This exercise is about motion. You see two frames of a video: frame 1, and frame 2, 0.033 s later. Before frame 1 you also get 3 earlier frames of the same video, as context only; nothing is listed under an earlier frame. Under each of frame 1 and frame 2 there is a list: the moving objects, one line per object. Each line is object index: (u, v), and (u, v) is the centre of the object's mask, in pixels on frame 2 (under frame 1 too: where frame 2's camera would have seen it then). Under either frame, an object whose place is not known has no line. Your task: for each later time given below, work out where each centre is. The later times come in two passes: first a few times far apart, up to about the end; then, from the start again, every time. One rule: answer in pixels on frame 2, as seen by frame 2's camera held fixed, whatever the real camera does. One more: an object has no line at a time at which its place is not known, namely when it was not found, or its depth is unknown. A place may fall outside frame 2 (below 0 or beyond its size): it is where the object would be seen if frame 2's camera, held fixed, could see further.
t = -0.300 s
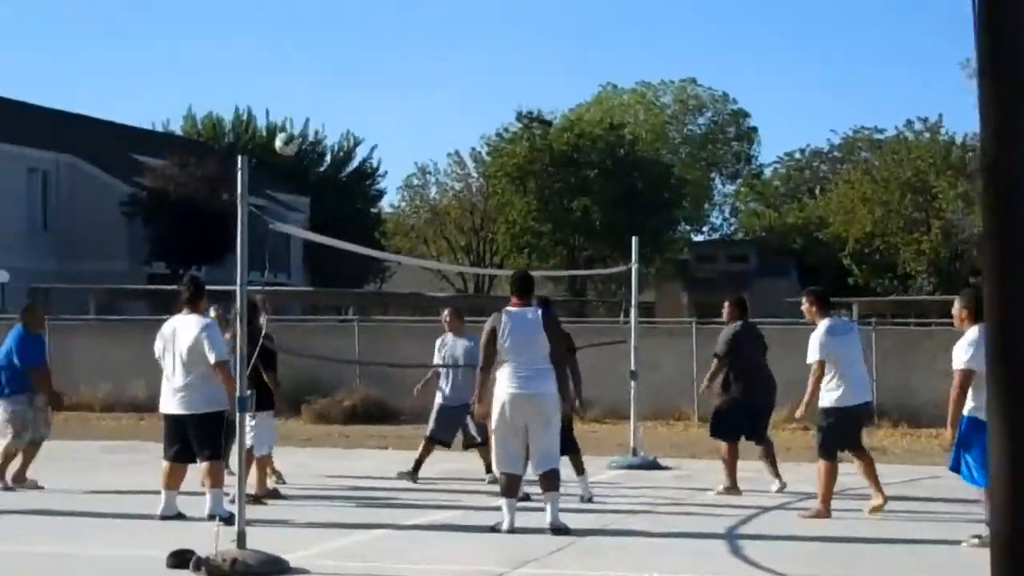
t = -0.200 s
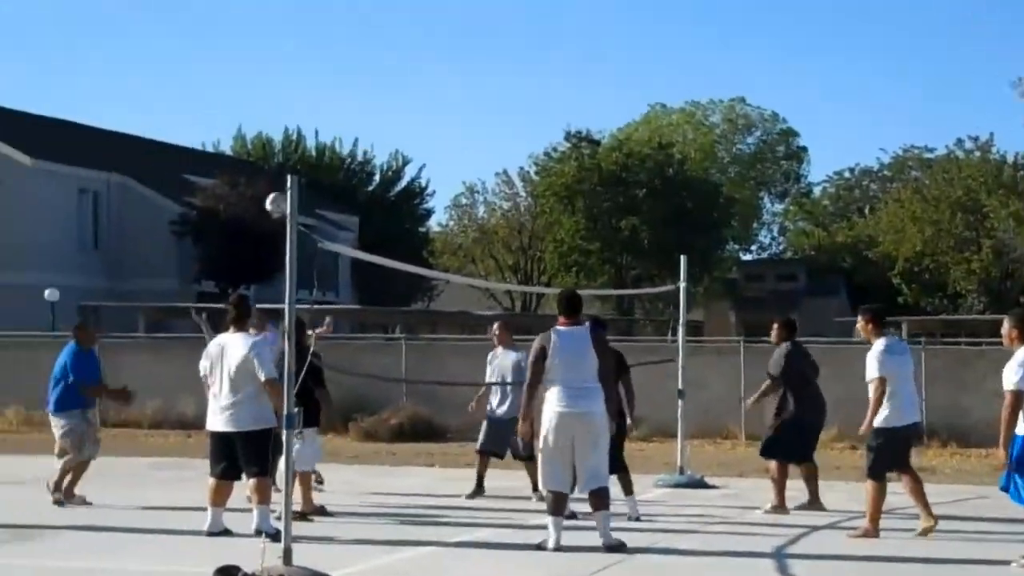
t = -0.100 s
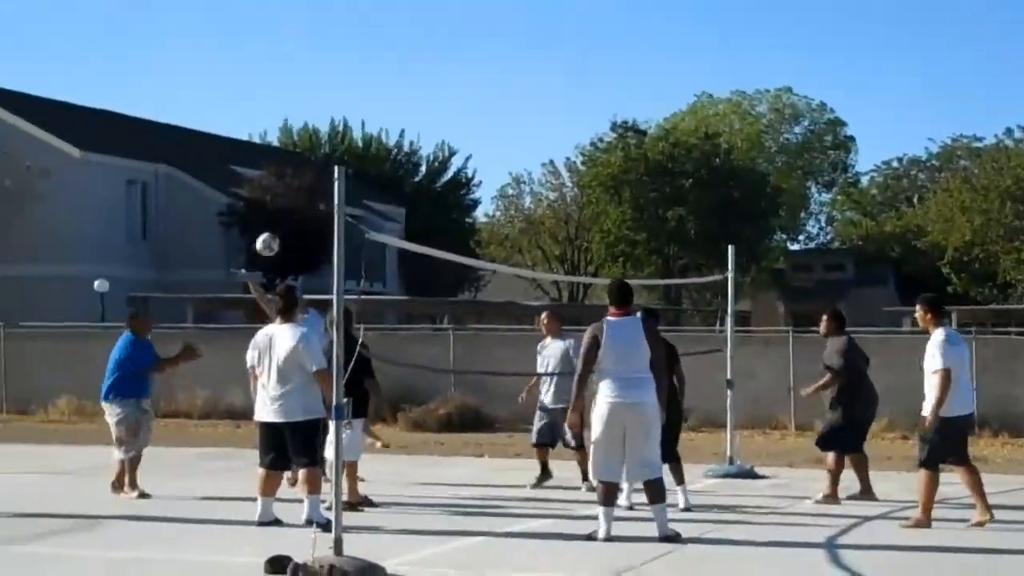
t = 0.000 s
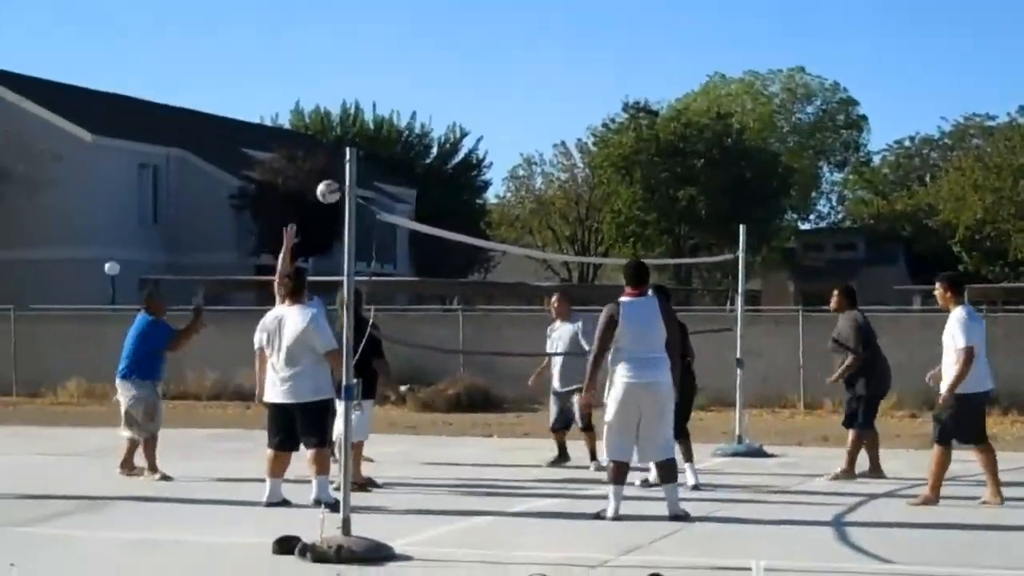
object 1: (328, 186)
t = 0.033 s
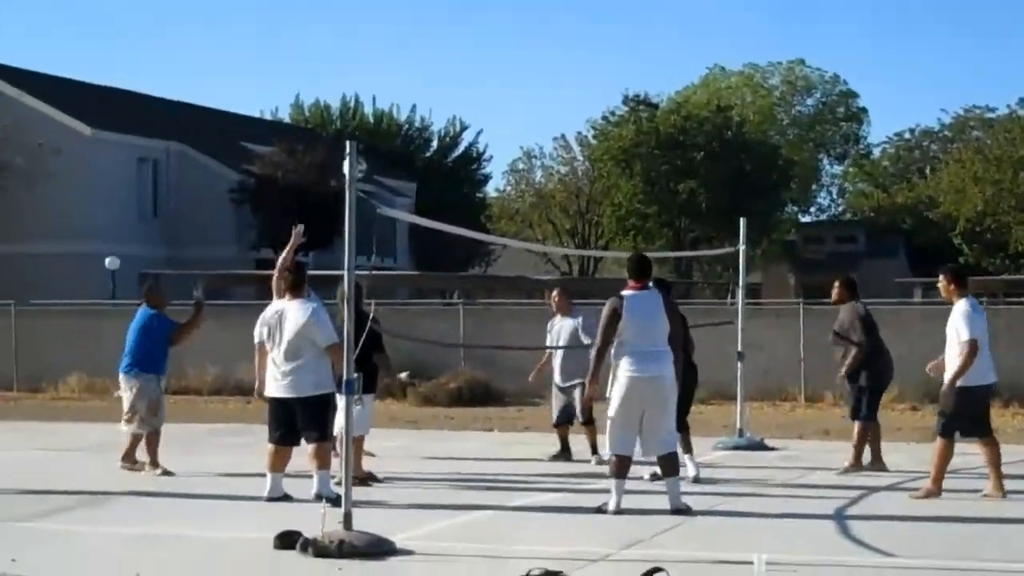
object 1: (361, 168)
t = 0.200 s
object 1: (488, 90)
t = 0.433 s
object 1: (672, 36)
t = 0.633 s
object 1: (825, 46)
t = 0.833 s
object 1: (980, 105)
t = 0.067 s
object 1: (380, 148)
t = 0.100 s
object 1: (407, 131)
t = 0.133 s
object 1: (435, 117)
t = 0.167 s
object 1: (461, 104)
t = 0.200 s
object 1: (488, 90)
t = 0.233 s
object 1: (515, 77)
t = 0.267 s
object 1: (541, 66)
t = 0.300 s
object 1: (568, 57)
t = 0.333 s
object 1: (594, 50)
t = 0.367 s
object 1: (622, 44)
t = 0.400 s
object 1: (647, 41)
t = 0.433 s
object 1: (672, 36)
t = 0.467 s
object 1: (698, 35)
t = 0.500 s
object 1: (725, 34)
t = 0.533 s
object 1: (751, 36)
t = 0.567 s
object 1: (776, 39)
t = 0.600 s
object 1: (801, 43)
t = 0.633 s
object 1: (825, 46)
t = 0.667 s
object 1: (851, 52)
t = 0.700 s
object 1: (877, 59)
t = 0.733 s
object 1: (904, 70)
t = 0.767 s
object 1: (931, 80)
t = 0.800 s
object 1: (956, 92)
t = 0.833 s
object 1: (980, 105)
